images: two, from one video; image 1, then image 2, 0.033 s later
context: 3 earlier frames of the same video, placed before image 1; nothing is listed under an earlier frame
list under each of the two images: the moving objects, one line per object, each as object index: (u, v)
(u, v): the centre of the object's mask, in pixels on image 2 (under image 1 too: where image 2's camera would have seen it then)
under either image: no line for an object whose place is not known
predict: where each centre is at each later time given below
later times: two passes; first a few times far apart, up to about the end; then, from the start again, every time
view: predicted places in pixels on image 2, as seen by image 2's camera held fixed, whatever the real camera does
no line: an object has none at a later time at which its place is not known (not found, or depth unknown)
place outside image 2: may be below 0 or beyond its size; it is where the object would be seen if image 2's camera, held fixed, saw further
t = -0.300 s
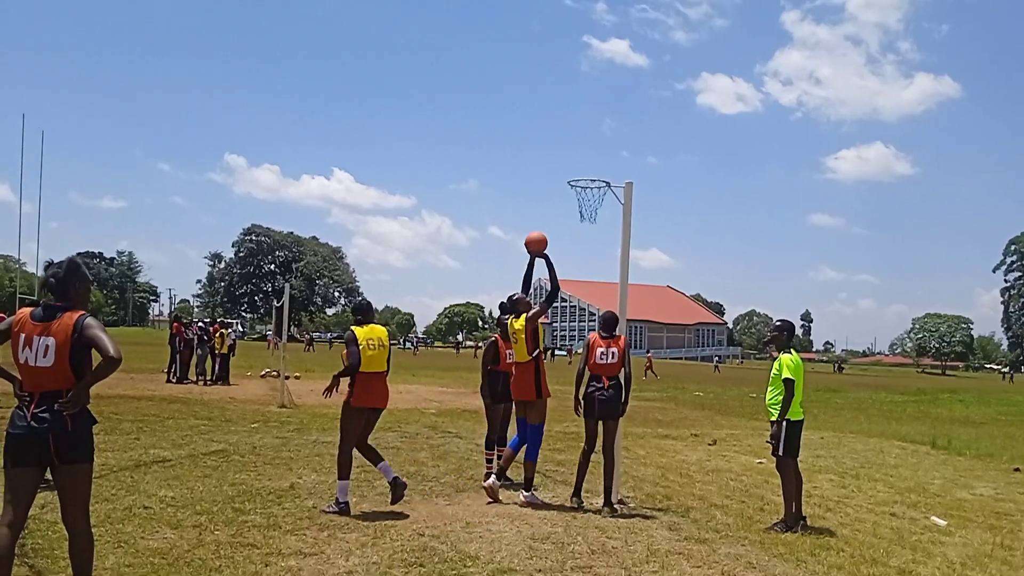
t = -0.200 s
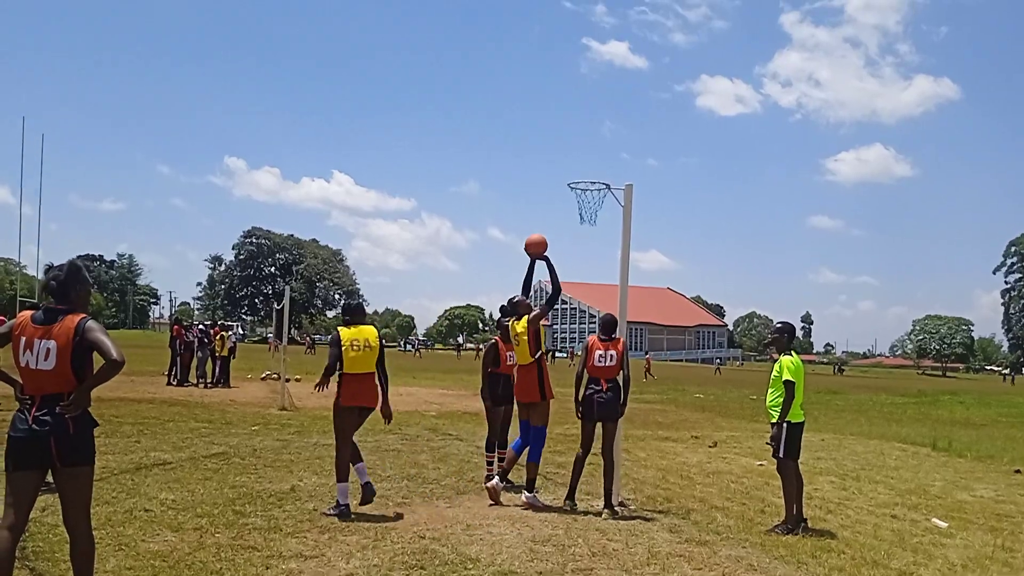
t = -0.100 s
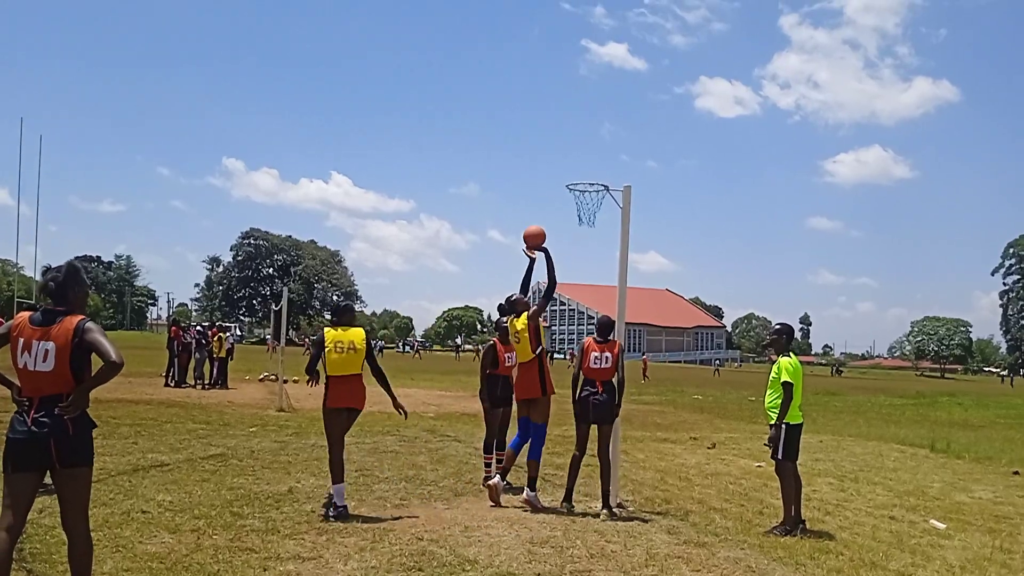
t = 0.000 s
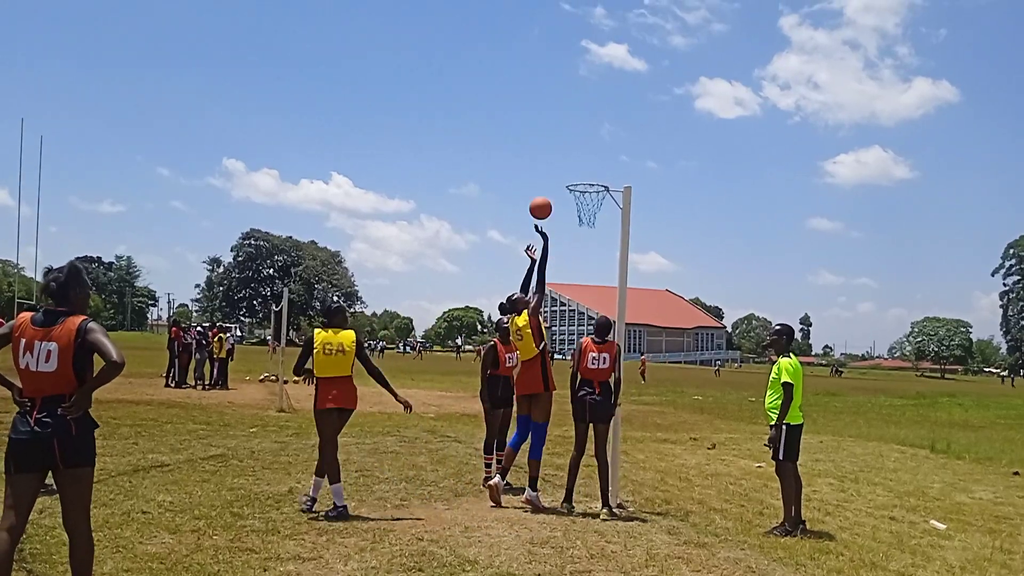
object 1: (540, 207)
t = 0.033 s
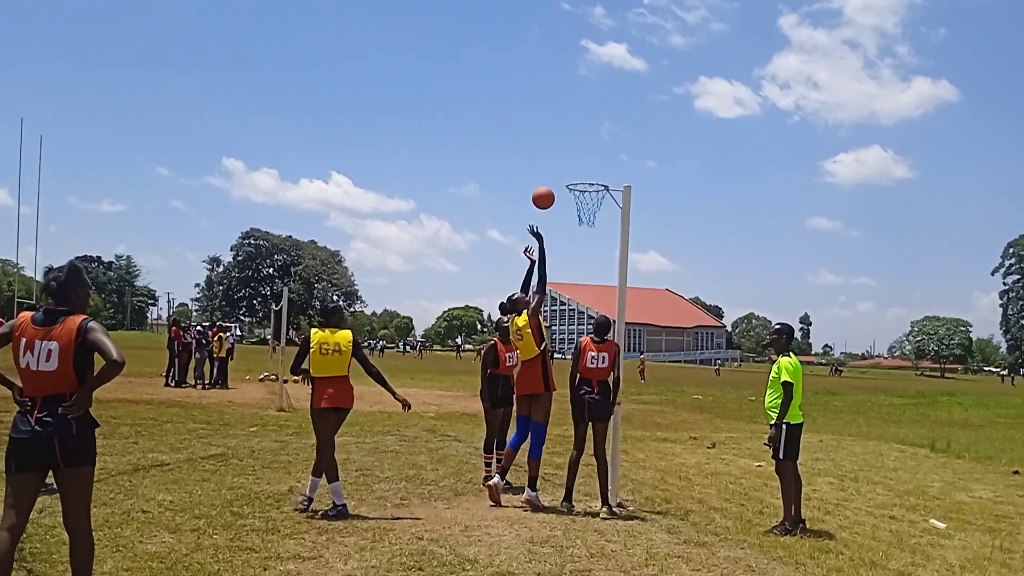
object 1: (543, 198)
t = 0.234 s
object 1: (561, 163)
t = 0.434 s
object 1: (577, 169)
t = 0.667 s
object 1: (596, 224)
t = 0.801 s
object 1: (605, 277)
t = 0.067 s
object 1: (546, 189)
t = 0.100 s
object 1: (549, 182)
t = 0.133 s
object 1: (551, 176)
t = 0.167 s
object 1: (555, 170)
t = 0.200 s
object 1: (558, 166)
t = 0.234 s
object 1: (561, 163)
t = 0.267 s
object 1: (564, 161)
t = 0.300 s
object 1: (566, 161)
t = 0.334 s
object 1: (569, 161)
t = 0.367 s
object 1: (572, 162)
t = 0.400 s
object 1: (575, 165)
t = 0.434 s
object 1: (577, 169)
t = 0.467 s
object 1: (579, 172)
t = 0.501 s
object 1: (582, 179)
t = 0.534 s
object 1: (586, 186)
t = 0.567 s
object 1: (588, 194)
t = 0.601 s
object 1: (591, 203)
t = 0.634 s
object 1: (594, 213)
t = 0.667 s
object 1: (596, 224)
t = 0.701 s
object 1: (598, 235)
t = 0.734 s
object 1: (601, 247)
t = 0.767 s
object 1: (603, 262)
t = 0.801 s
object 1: (605, 277)
